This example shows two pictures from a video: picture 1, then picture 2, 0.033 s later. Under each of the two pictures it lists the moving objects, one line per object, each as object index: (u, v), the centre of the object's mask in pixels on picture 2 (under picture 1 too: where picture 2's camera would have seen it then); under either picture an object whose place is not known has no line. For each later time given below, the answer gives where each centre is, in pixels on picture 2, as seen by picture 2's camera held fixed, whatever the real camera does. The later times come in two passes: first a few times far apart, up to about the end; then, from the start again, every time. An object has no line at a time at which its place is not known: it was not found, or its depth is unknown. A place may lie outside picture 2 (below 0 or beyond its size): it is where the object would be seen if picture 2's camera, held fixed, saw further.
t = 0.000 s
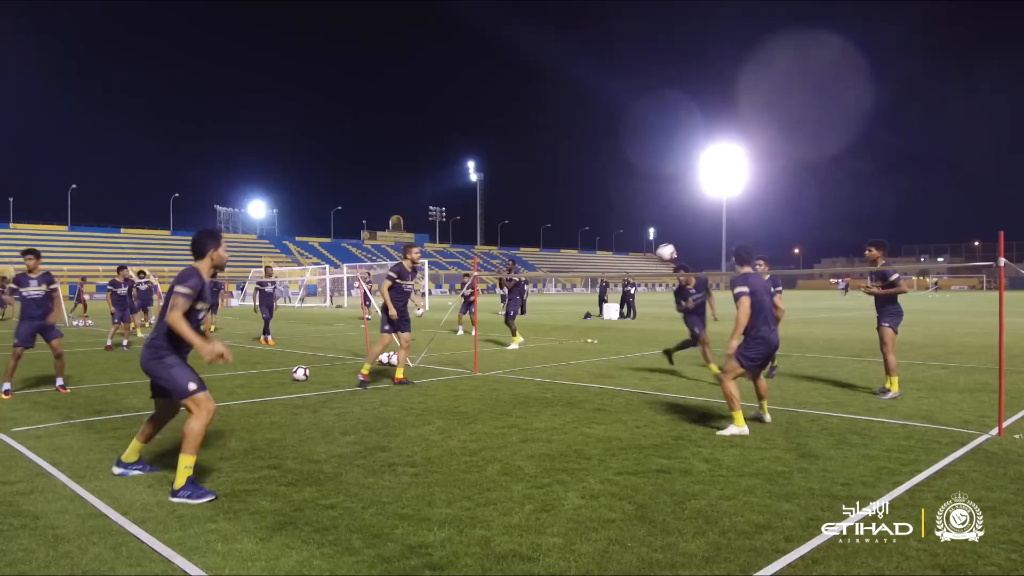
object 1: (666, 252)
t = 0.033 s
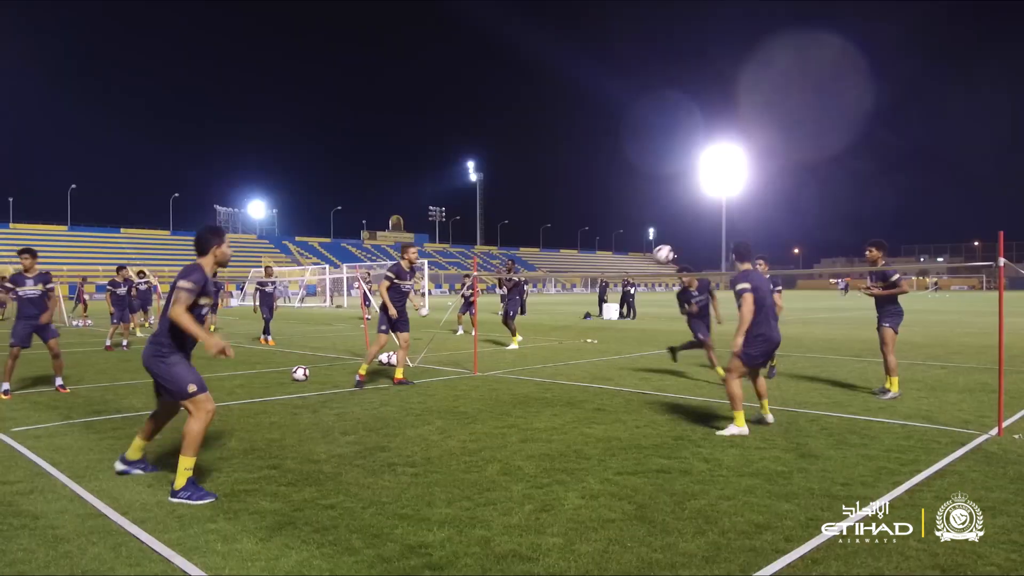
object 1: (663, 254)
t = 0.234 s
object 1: (642, 293)
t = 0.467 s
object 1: (601, 438)
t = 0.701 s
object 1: (552, 387)
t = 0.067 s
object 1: (660, 257)
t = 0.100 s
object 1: (657, 261)
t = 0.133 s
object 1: (654, 266)
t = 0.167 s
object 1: (651, 272)
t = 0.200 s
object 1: (646, 282)
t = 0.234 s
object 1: (642, 293)
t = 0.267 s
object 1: (637, 305)
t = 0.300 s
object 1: (632, 319)
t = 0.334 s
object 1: (628, 335)
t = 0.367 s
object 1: (622, 356)
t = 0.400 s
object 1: (616, 379)
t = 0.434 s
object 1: (609, 405)
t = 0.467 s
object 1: (601, 438)
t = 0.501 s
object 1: (594, 454)
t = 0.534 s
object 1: (588, 440)
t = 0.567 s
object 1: (581, 427)
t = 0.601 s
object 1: (575, 416)
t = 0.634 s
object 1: (567, 404)
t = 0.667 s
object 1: (560, 396)
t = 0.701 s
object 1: (552, 387)
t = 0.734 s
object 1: (543, 380)
